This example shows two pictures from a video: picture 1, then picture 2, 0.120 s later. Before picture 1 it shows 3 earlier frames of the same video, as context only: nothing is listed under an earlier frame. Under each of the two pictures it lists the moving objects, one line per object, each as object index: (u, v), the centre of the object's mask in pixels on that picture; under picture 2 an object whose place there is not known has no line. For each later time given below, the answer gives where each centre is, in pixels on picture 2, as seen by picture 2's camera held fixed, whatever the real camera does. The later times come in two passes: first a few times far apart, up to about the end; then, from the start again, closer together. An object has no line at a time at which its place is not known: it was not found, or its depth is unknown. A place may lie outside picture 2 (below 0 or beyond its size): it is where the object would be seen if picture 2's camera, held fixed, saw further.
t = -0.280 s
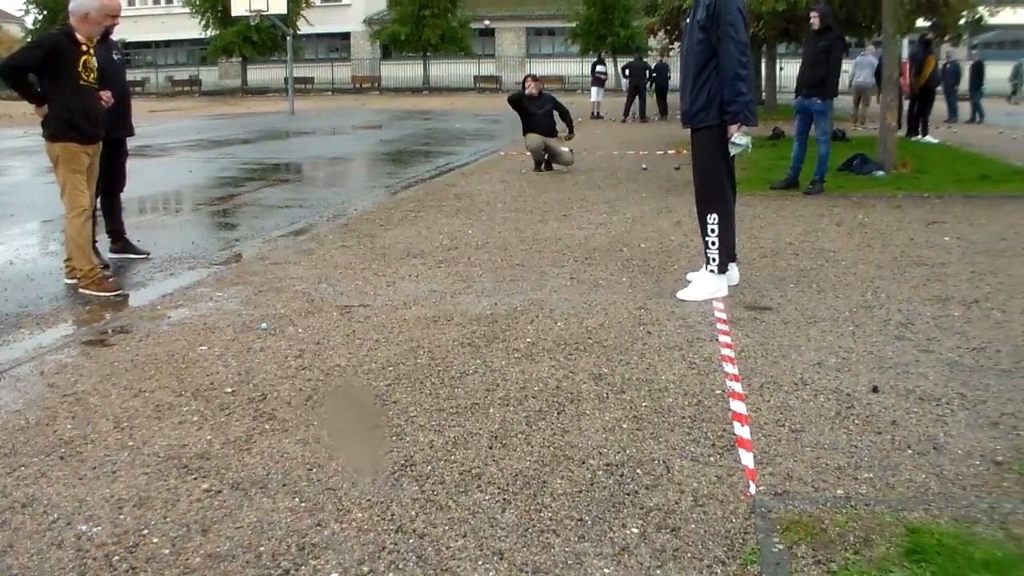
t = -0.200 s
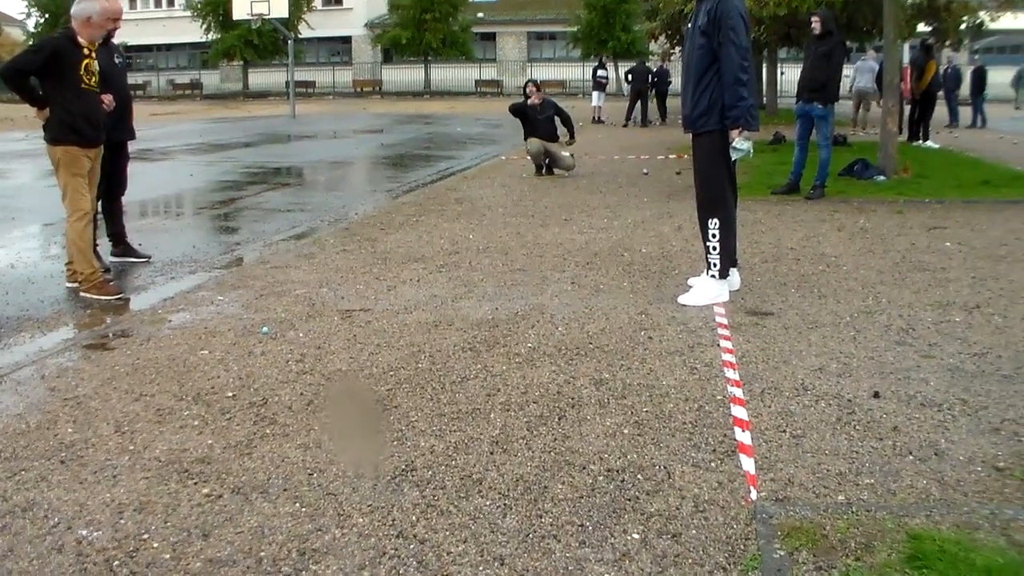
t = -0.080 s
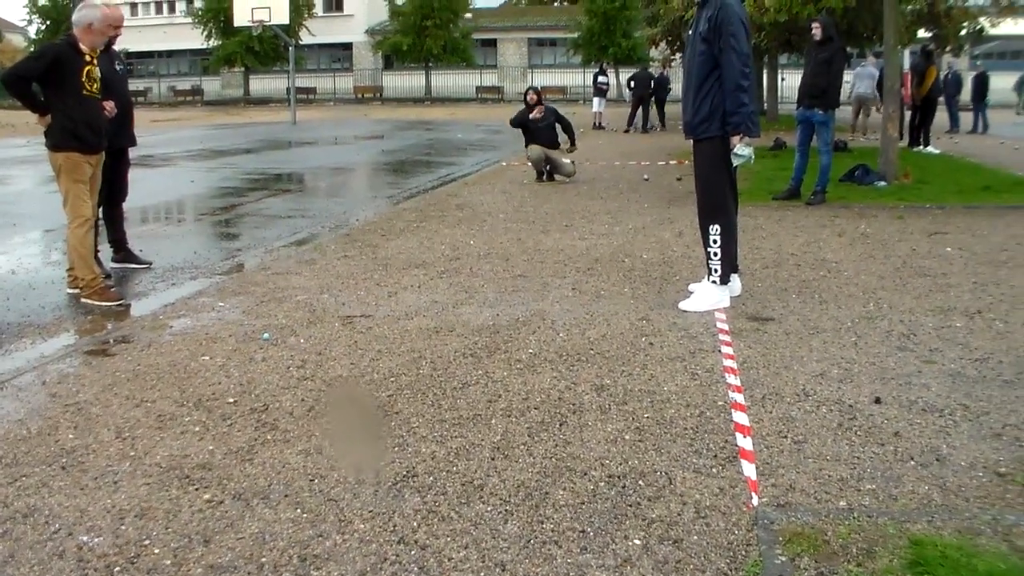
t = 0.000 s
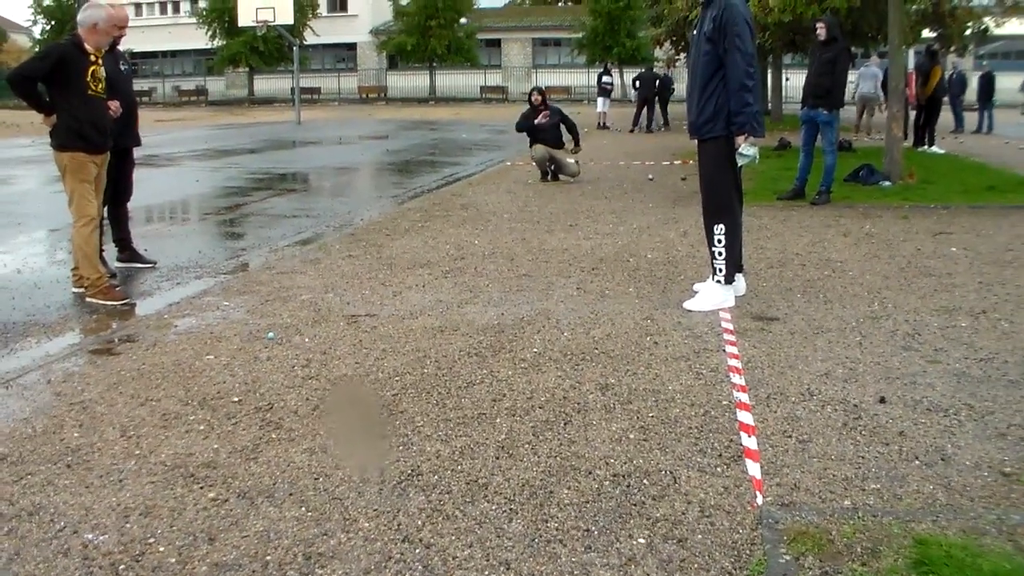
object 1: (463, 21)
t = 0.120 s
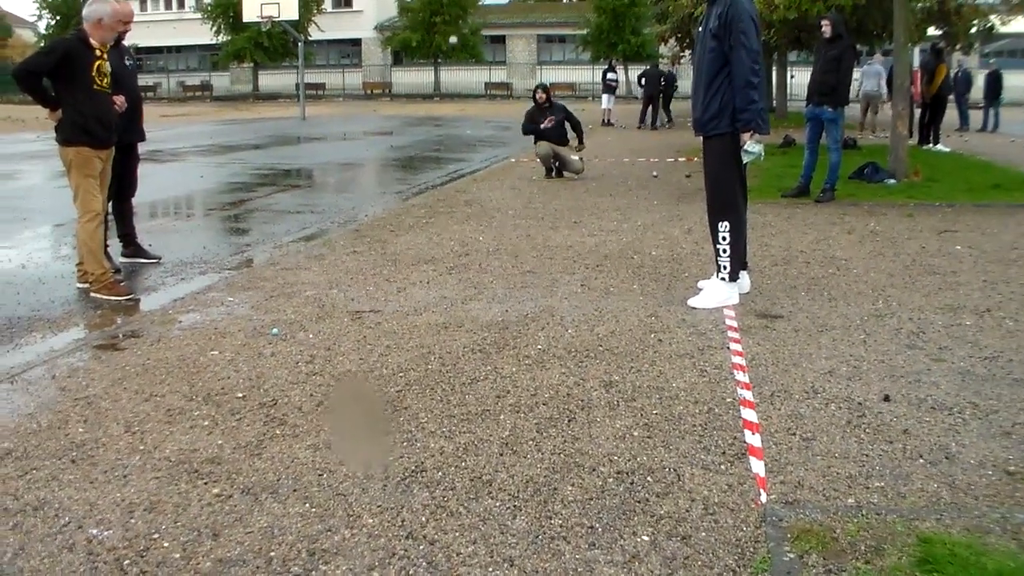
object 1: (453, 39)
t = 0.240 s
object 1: (436, 86)
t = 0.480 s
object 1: (396, 255)
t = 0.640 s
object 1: (380, 264)
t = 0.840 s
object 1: (366, 279)
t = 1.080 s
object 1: (358, 293)
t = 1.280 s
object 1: (344, 302)
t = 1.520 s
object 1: (329, 311)
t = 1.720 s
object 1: (318, 317)
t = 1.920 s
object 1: (305, 322)
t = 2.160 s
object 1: (292, 324)
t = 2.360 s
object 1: (286, 323)
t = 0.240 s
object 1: (436, 86)
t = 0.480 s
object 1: (396, 255)
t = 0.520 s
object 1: (392, 256)
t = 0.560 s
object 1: (389, 258)
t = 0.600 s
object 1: (385, 262)
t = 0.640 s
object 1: (380, 264)
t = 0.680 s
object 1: (376, 270)
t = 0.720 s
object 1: (373, 271)
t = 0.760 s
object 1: (370, 273)
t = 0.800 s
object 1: (368, 279)
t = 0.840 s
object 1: (366, 279)
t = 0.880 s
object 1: (365, 280)
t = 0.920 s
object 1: (364, 283)
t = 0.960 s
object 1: (363, 286)
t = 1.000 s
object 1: (361, 288)
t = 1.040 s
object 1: (360, 291)
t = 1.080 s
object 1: (358, 293)
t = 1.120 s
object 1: (355, 295)
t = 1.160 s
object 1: (352, 297)
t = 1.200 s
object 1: (349, 299)
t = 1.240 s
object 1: (347, 300)
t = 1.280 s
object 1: (344, 302)
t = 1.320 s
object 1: (341, 303)
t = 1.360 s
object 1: (339, 304)
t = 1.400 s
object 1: (336, 305)
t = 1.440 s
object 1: (334, 308)
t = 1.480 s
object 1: (332, 309)
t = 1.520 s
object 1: (329, 311)
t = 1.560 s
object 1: (327, 312)
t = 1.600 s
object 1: (324, 313)
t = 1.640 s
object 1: (322, 315)
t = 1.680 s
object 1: (320, 316)
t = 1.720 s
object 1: (318, 317)
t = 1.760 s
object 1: (316, 318)
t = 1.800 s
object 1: (313, 319)
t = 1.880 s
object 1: (308, 321)
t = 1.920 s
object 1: (305, 322)
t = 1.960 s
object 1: (303, 321)
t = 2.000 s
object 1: (300, 322)
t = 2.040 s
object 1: (297, 322)
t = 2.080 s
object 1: (295, 322)
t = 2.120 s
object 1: (293, 323)
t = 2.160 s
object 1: (292, 324)
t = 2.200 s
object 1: (290, 323)
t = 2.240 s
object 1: (289, 324)
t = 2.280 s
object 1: (288, 324)
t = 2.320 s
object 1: (288, 324)
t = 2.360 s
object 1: (286, 323)
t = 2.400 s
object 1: (286, 322)
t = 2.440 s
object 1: (286, 322)
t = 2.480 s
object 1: (286, 323)
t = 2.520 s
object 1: (286, 323)
